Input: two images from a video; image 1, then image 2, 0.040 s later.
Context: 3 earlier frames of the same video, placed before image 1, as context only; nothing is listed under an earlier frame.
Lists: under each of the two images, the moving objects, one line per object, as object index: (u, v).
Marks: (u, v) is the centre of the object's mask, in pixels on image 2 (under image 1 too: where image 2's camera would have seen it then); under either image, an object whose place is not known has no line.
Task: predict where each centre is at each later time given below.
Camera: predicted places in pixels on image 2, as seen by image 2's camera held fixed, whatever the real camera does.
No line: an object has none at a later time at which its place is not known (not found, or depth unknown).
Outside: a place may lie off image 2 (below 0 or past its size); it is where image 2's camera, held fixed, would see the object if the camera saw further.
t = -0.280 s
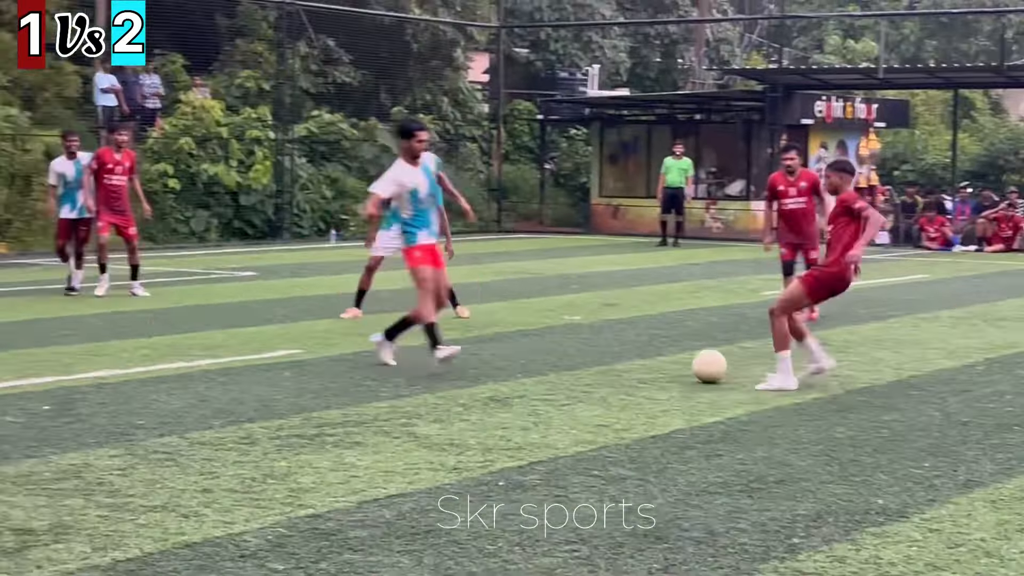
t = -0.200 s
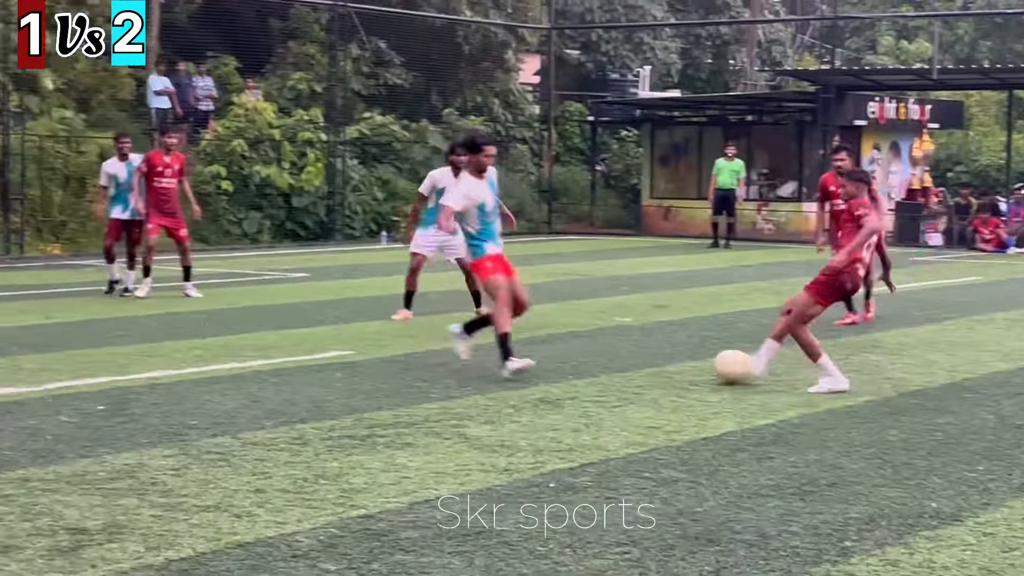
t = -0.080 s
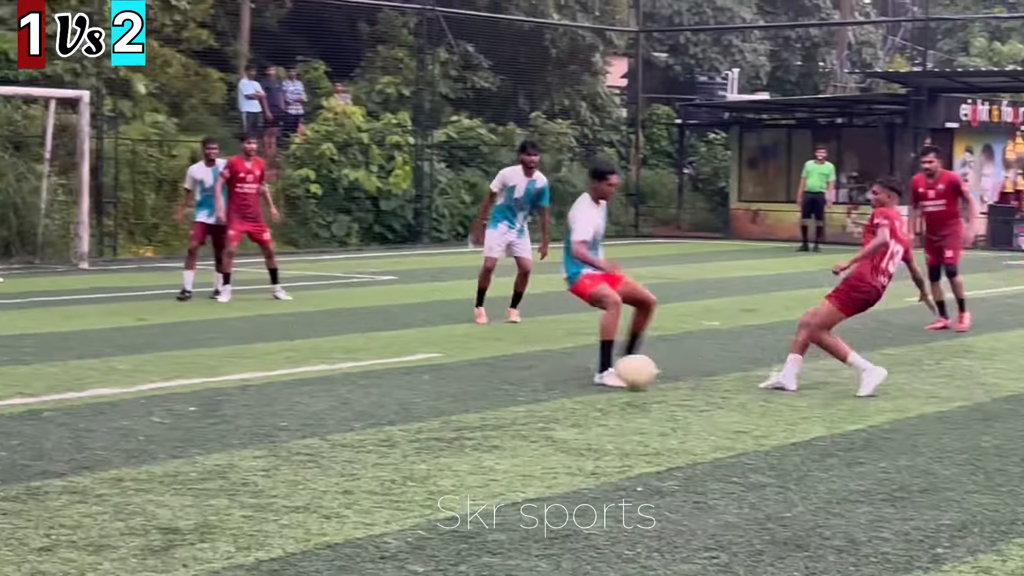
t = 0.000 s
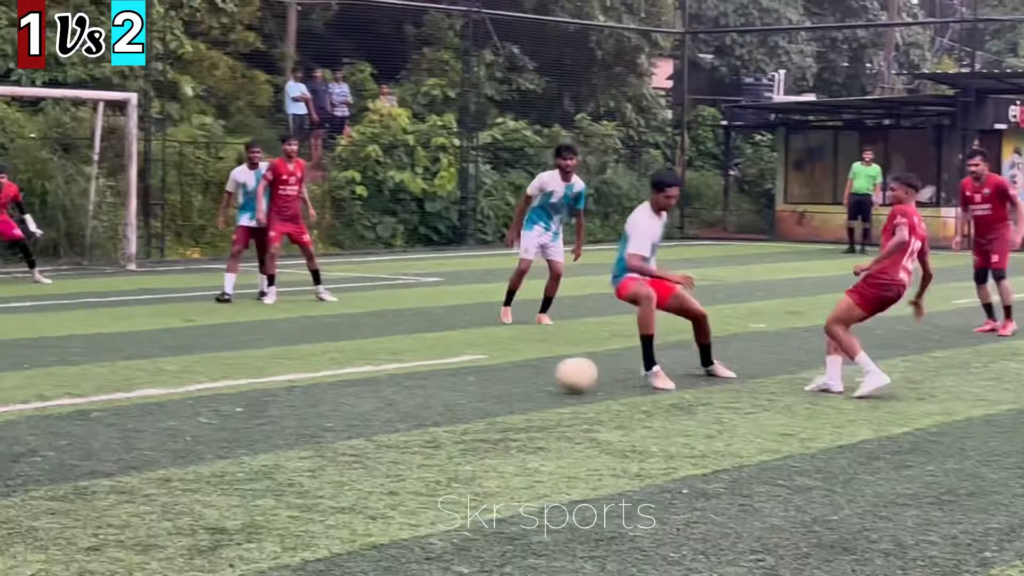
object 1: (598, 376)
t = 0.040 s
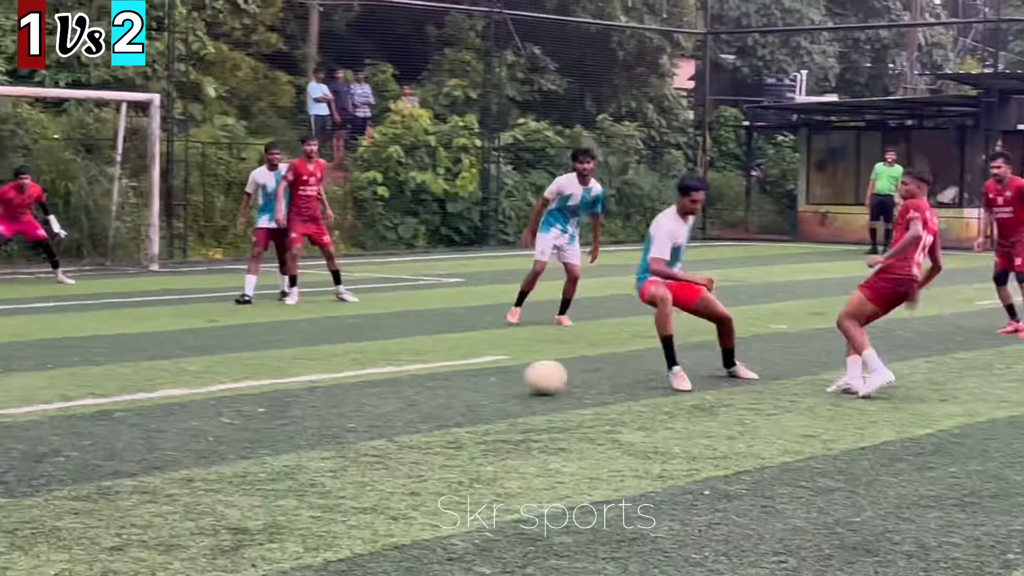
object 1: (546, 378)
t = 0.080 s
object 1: (496, 376)
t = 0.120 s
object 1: (446, 376)
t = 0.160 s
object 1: (397, 377)
